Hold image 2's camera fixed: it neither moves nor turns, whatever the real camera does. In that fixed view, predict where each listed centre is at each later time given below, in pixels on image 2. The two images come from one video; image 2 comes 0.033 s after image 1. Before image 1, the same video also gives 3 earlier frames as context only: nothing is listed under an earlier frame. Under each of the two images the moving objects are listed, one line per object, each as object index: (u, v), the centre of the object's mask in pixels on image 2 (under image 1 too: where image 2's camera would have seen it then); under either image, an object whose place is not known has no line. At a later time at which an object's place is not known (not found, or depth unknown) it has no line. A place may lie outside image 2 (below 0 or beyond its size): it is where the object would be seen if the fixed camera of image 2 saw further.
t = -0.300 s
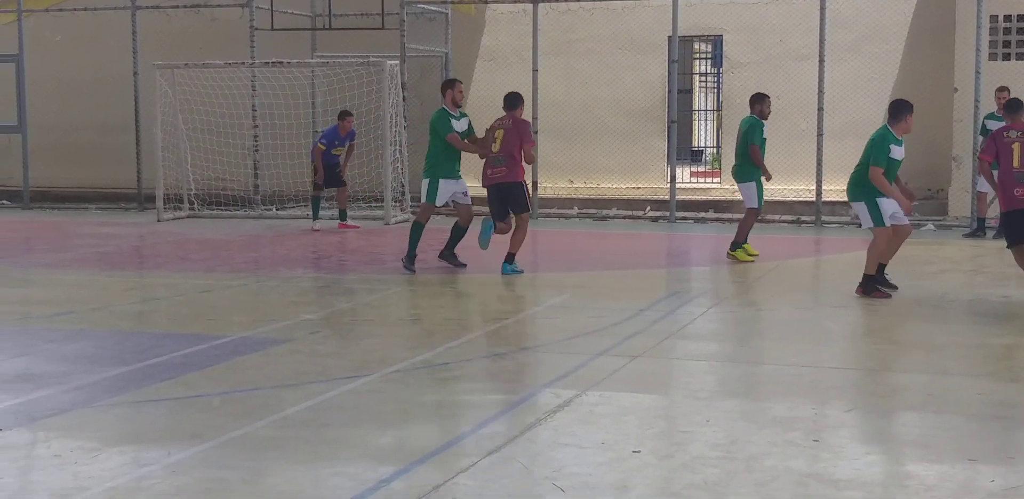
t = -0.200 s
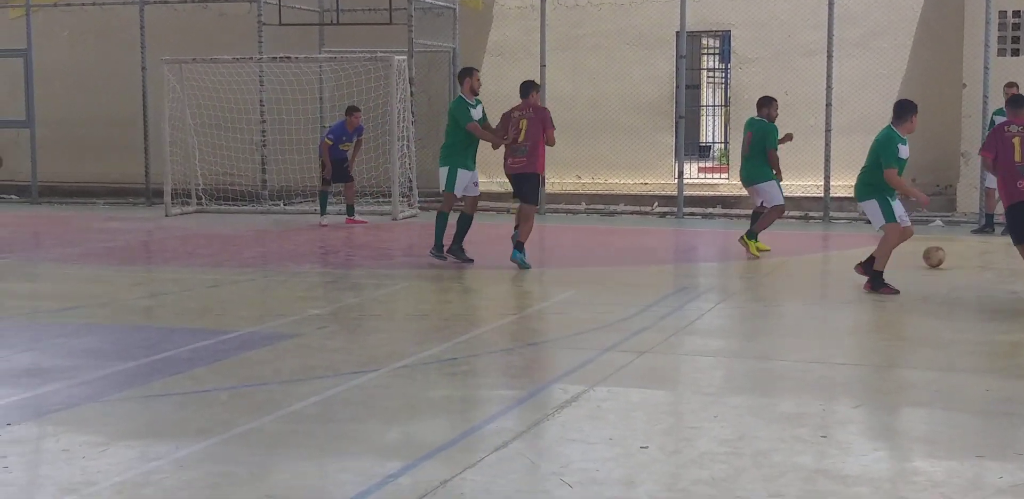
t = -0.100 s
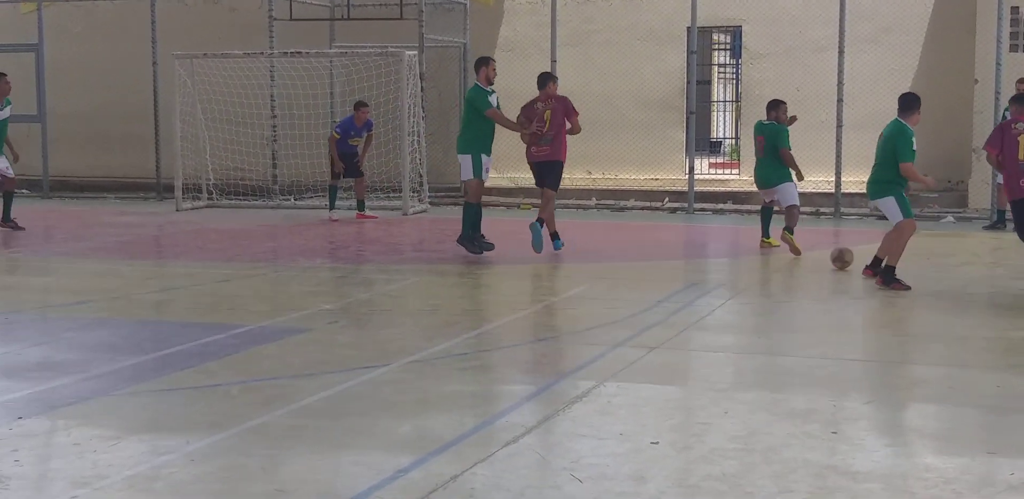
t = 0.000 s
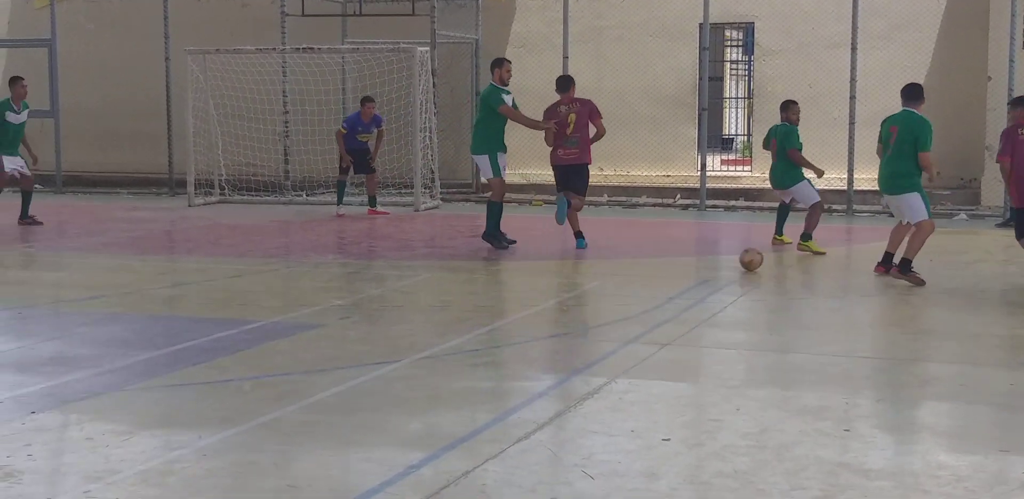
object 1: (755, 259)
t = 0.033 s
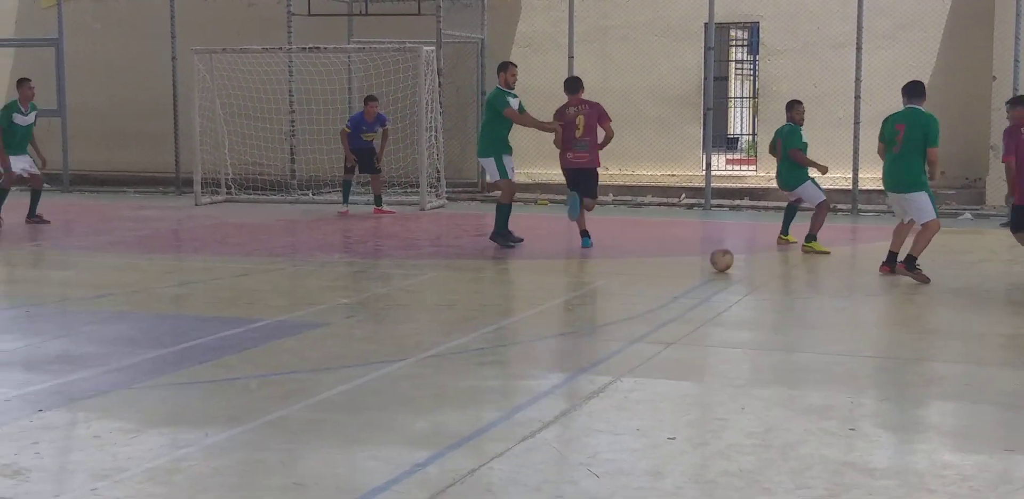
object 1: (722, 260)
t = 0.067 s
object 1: (687, 262)
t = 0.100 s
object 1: (655, 262)
